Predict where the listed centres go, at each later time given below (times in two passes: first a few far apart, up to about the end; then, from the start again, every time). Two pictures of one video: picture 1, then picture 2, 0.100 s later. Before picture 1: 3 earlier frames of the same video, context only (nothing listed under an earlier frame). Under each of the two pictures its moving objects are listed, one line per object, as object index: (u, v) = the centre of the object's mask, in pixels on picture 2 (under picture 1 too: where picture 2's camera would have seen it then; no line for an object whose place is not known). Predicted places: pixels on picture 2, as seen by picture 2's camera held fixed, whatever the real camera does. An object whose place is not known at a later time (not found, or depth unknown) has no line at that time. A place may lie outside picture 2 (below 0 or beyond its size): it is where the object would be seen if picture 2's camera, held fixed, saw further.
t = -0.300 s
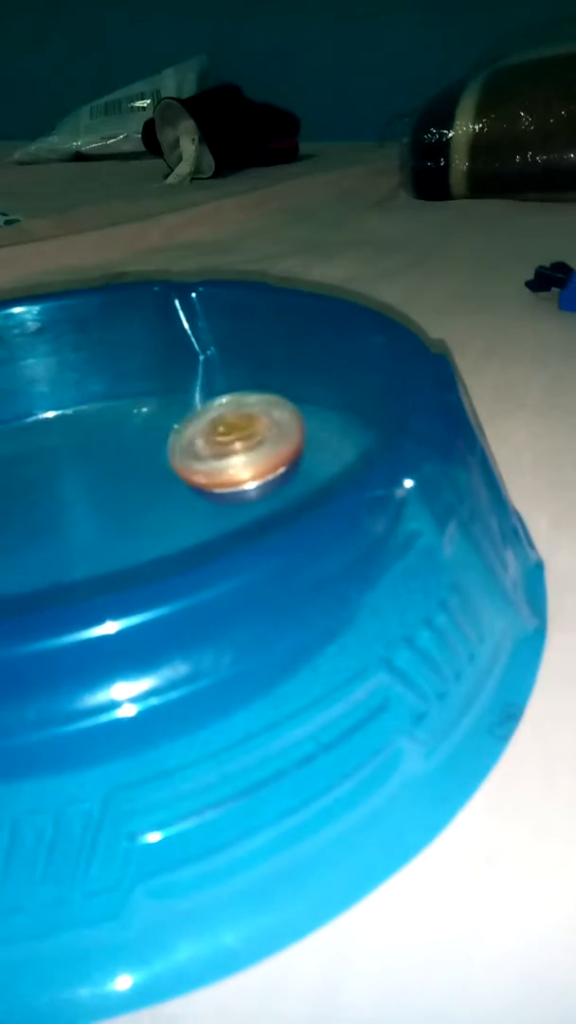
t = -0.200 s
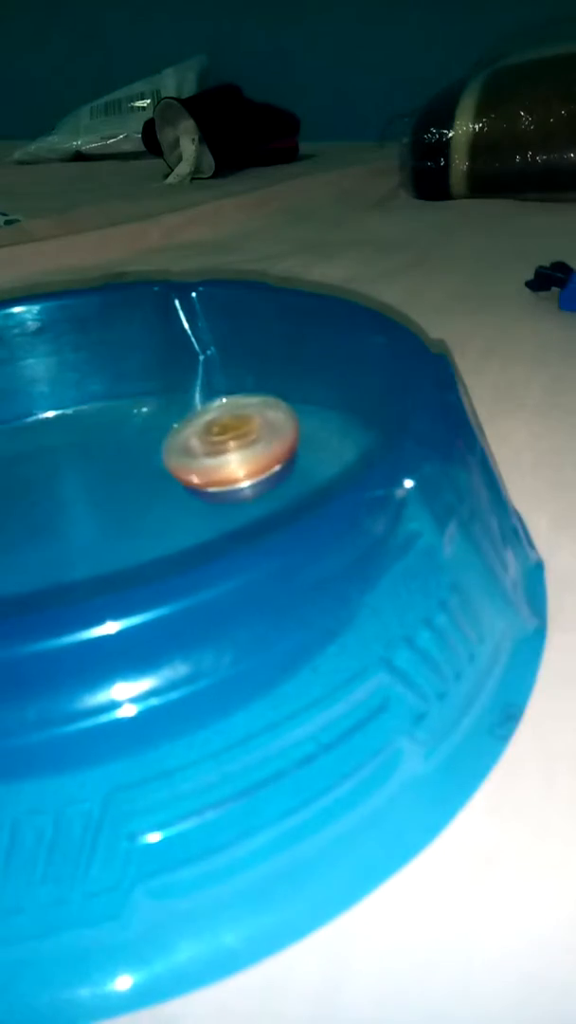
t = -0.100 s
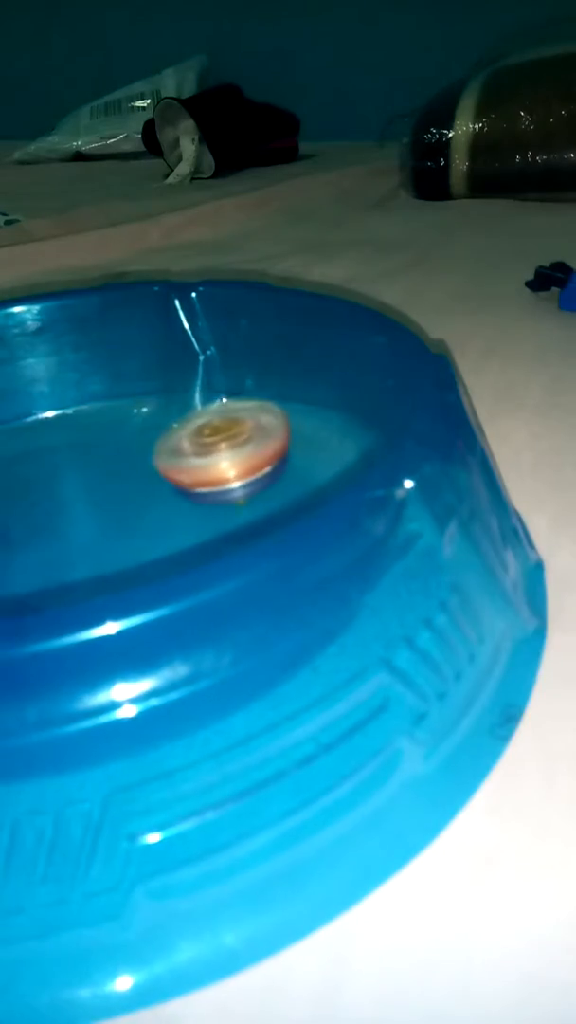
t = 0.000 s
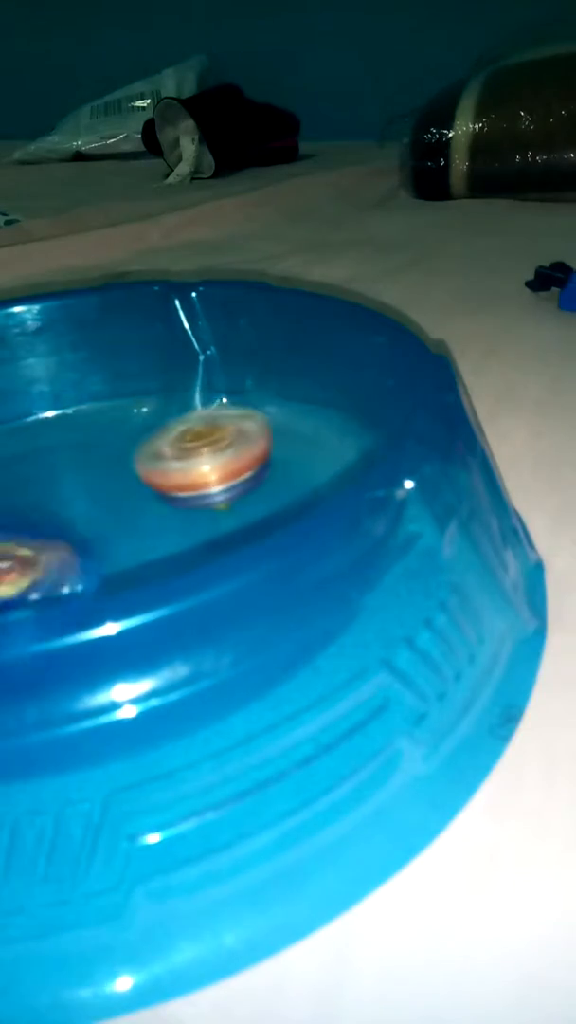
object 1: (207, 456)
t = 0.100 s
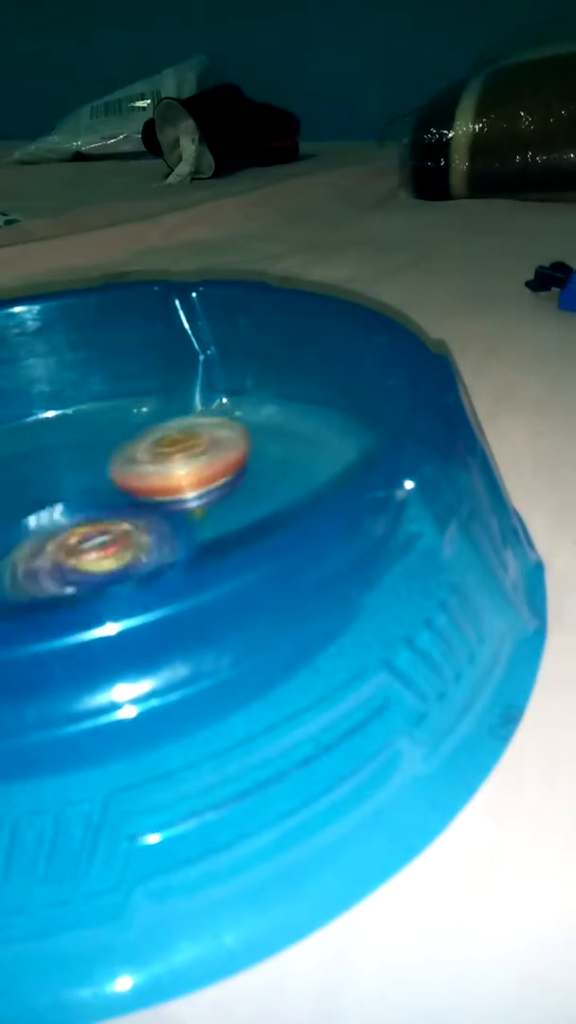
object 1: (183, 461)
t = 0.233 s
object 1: (228, 383)
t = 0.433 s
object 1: (187, 442)
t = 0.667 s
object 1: (170, 451)
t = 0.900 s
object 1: (149, 471)
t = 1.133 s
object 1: (120, 473)
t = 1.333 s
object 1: (208, 472)
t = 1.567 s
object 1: (199, 468)
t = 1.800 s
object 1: (190, 465)
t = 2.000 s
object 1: (179, 462)
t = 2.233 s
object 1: (169, 455)
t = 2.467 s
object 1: (157, 447)
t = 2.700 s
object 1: (149, 439)
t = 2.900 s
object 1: (145, 434)
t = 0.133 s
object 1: (175, 460)
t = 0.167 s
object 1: (174, 453)
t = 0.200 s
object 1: (213, 401)
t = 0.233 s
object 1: (228, 383)
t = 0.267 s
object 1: (223, 395)
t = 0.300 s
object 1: (218, 419)
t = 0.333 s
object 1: (206, 429)
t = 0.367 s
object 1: (195, 439)
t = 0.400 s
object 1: (189, 444)
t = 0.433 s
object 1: (187, 442)
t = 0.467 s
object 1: (187, 441)
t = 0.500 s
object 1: (185, 442)
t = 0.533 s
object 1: (180, 443)
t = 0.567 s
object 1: (172, 444)
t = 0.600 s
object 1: (168, 446)
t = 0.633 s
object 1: (167, 446)
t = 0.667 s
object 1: (170, 451)
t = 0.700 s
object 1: (172, 458)
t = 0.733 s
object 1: (169, 464)
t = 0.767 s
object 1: (164, 467)
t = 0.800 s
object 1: (160, 470)
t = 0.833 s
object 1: (155, 470)
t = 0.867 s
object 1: (152, 471)
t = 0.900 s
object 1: (149, 471)
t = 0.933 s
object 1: (145, 472)
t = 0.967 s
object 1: (142, 473)
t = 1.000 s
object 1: (137, 474)
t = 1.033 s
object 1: (134, 474)
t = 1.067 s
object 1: (129, 474)
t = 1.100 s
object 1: (124, 474)
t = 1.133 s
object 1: (120, 473)
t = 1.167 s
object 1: (117, 473)
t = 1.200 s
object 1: (141, 473)
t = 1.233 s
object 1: (168, 471)
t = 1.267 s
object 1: (186, 471)
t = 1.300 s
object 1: (201, 471)
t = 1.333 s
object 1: (208, 472)
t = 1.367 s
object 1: (209, 473)
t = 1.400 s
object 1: (208, 471)
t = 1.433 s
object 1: (205, 472)
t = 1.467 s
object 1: (202, 472)
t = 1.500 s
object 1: (199, 469)
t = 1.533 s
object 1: (199, 469)
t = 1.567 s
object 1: (199, 468)
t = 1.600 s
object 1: (199, 467)
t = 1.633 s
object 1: (199, 467)
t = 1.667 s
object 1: (197, 466)
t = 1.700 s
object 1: (197, 466)
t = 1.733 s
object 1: (195, 465)
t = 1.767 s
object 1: (193, 465)
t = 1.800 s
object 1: (190, 465)
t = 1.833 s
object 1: (188, 465)
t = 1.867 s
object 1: (186, 464)
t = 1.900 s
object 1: (184, 464)
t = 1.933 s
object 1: (182, 463)
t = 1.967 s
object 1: (178, 463)
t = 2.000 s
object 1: (179, 462)
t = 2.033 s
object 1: (178, 461)
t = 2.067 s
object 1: (175, 461)
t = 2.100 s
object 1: (174, 460)
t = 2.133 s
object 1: (173, 459)
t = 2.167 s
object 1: (171, 458)
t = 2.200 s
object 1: (169, 456)
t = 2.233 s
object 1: (169, 455)
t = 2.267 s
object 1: (166, 455)
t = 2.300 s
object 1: (165, 453)
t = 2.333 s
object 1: (163, 452)
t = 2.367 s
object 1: (162, 451)
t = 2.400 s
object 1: (161, 450)
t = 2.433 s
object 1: (158, 448)
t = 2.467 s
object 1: (157, 447)
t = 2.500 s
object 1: (156, 446)
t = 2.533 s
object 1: (154, 445)
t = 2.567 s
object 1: (153, 444)
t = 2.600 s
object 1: (152, 443)
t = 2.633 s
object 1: (150, 442)
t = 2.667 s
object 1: (150, 440)
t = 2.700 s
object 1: (149, 439)
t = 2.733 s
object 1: (148, 438)
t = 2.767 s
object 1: (148, 438)
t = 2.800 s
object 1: (147, 436)
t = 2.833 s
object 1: (147, 436)
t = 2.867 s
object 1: (146, 435)
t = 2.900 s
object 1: (145, 434)
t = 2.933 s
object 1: (144, 434)
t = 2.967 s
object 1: (144, 433)
